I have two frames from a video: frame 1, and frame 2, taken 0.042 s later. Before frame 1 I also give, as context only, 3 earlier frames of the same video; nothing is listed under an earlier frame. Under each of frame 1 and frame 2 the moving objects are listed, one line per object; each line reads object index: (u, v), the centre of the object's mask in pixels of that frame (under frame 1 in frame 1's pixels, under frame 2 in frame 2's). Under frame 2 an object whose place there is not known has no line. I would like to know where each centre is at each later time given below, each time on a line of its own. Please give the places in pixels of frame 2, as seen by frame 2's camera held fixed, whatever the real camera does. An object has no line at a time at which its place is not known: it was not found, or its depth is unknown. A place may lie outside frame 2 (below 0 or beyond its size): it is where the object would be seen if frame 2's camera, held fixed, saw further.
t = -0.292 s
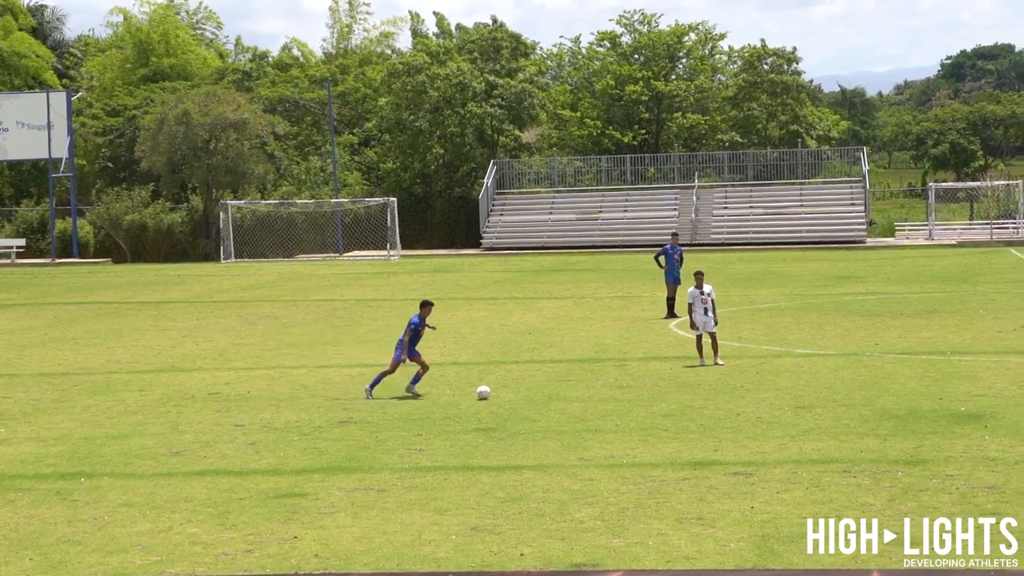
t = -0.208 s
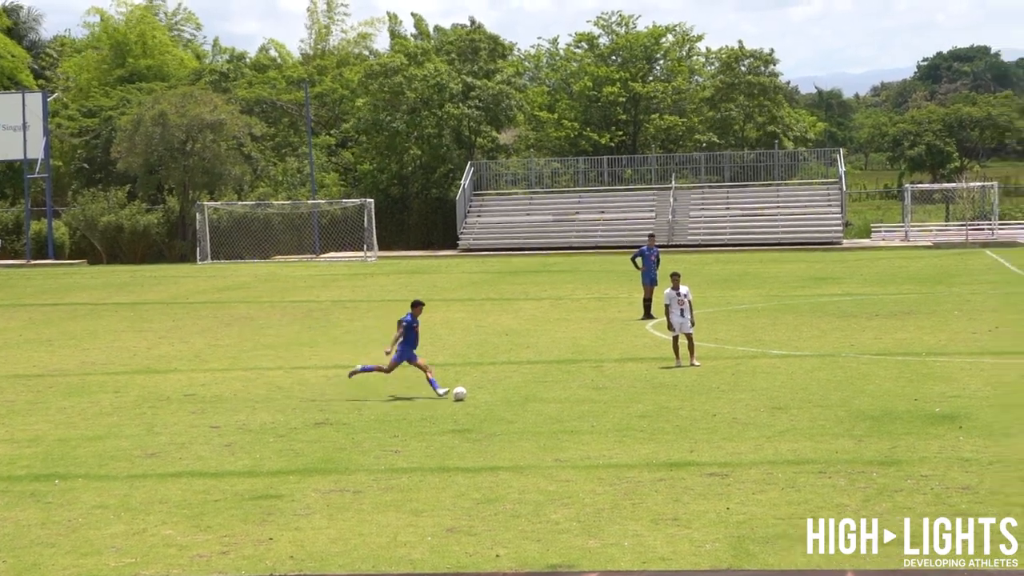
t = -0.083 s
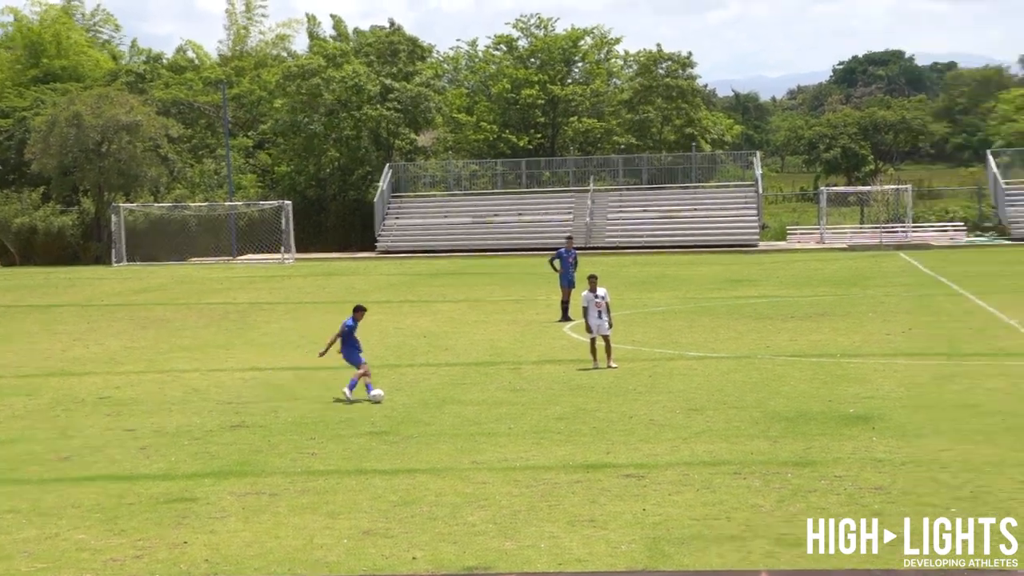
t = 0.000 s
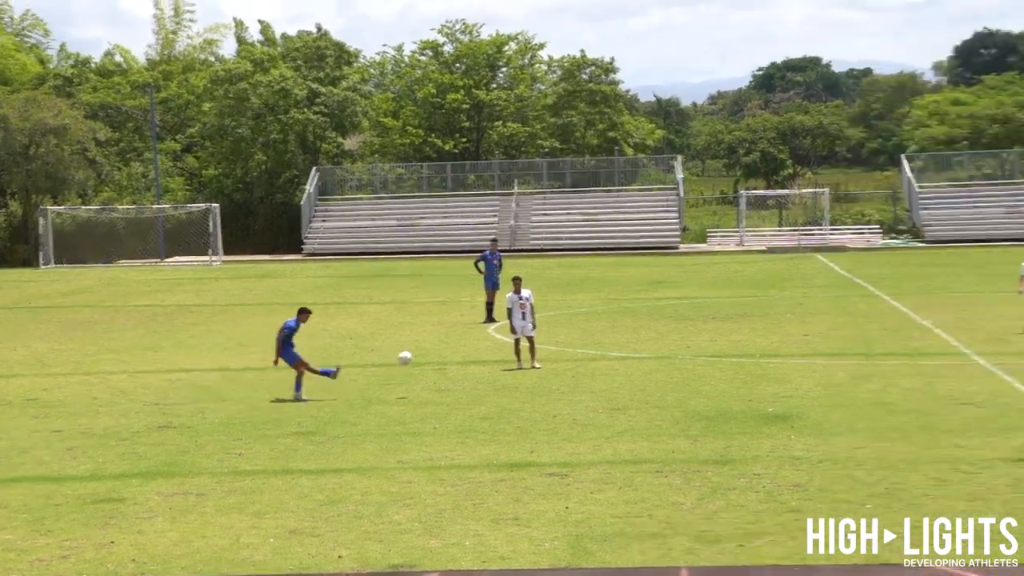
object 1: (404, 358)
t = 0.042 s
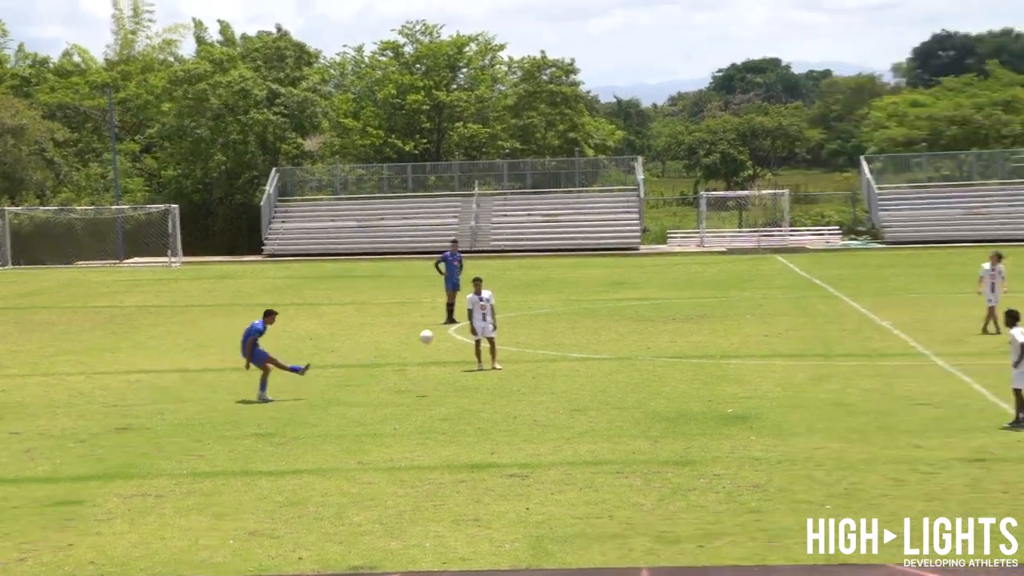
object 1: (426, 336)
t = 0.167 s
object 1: (599, 274)
